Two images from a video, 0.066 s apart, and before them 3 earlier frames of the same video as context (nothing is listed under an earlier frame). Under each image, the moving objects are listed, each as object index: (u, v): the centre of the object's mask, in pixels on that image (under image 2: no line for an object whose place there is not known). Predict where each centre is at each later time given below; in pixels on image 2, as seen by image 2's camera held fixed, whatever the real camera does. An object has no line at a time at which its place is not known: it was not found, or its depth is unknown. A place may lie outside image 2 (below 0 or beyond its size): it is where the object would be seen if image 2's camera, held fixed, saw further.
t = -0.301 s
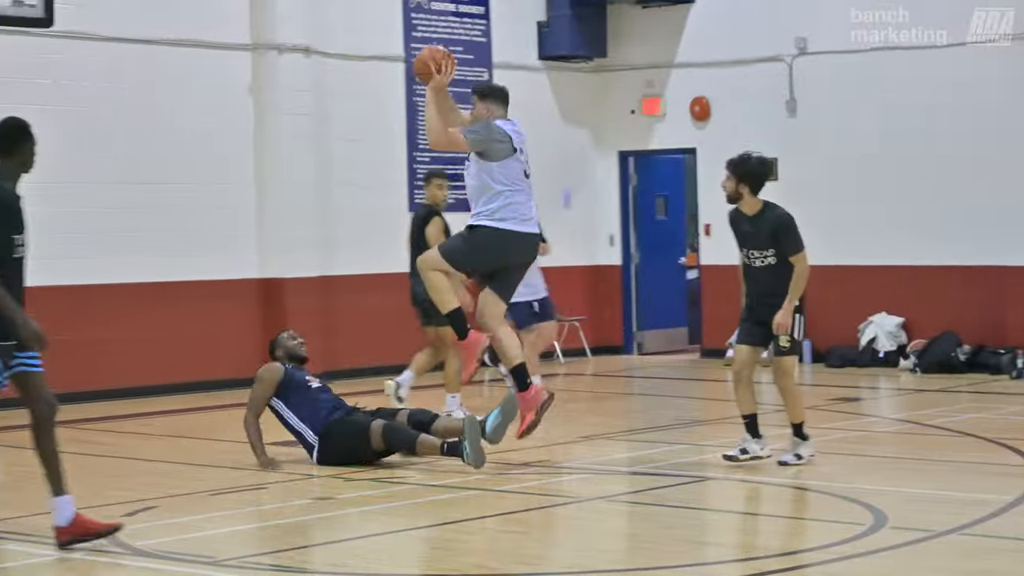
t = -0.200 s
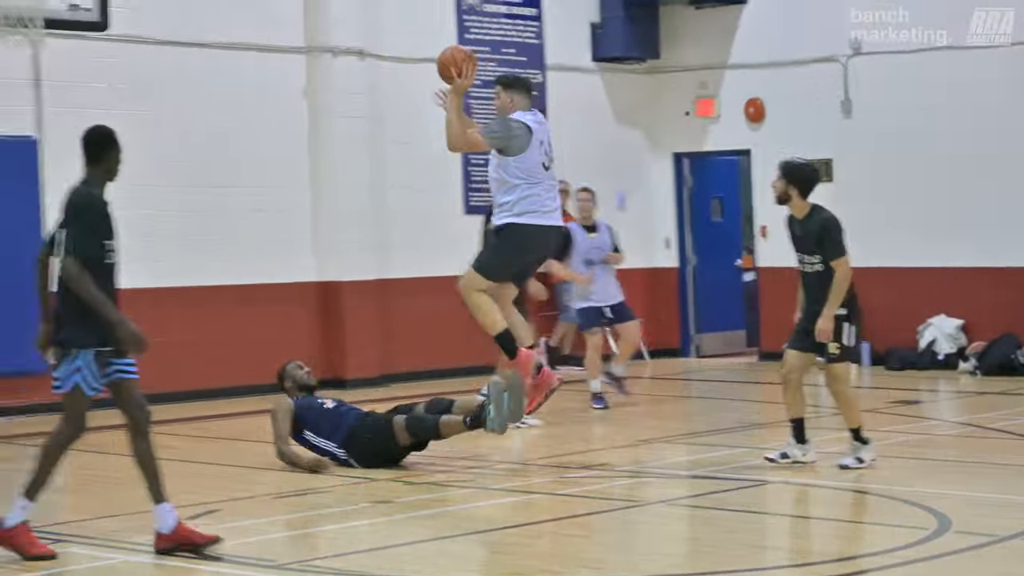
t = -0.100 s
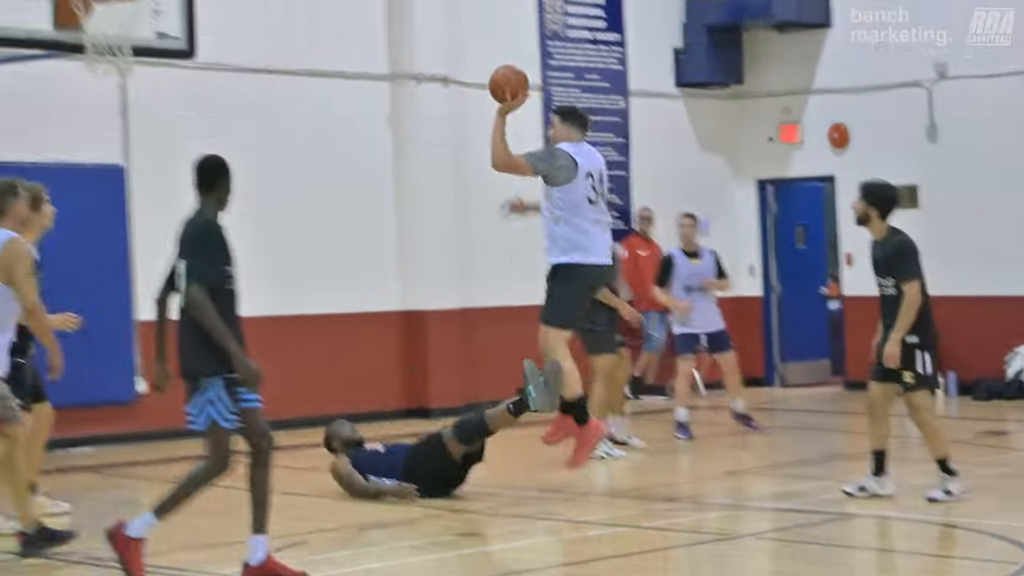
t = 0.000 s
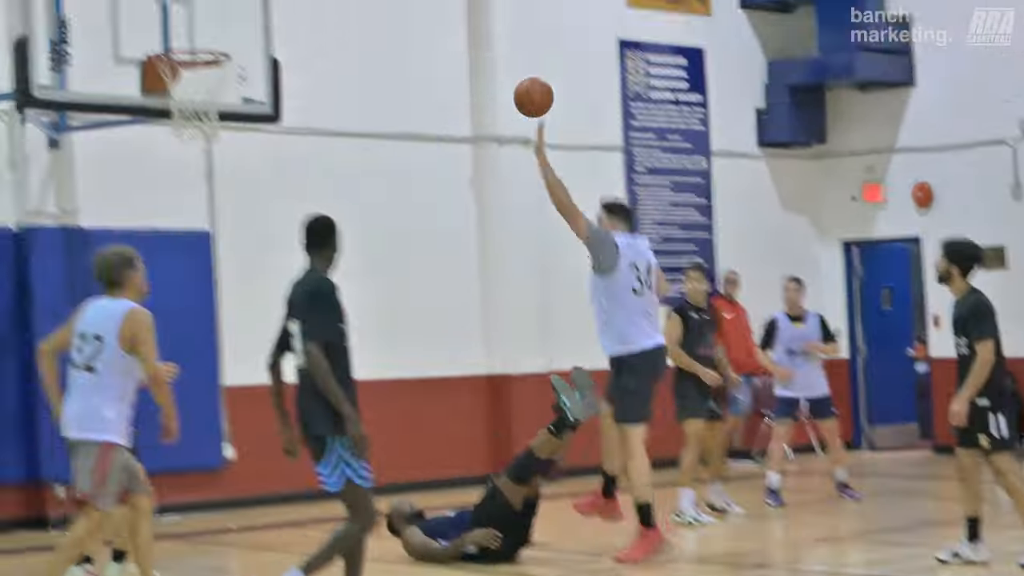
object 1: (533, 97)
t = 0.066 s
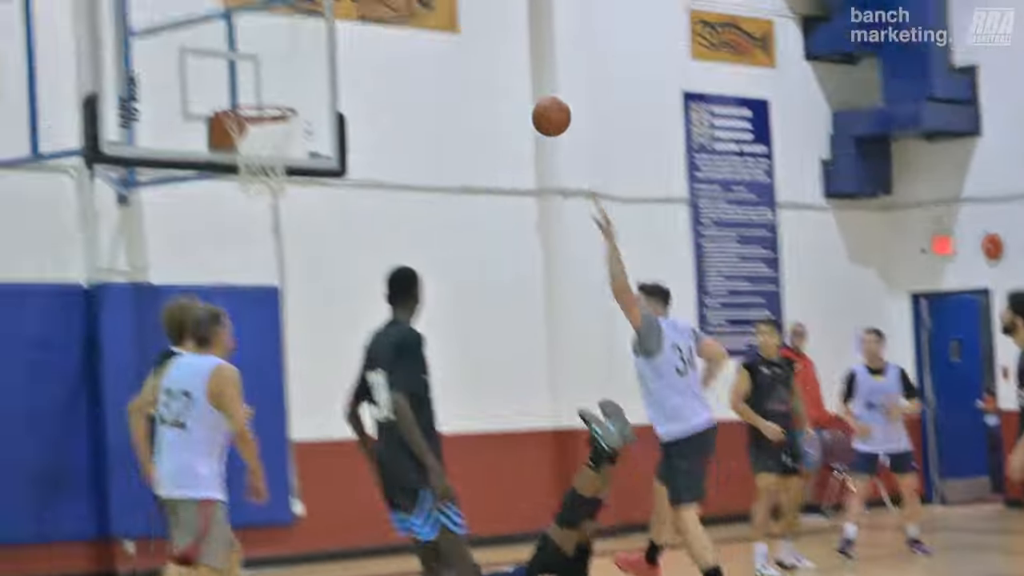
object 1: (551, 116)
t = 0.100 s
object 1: (527, 103)
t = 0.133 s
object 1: (503, 91)
